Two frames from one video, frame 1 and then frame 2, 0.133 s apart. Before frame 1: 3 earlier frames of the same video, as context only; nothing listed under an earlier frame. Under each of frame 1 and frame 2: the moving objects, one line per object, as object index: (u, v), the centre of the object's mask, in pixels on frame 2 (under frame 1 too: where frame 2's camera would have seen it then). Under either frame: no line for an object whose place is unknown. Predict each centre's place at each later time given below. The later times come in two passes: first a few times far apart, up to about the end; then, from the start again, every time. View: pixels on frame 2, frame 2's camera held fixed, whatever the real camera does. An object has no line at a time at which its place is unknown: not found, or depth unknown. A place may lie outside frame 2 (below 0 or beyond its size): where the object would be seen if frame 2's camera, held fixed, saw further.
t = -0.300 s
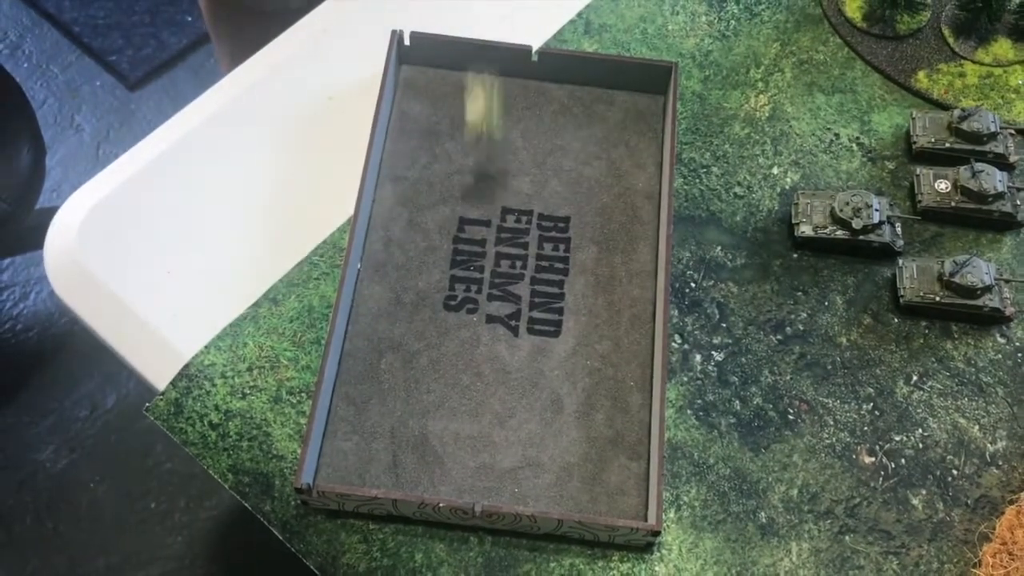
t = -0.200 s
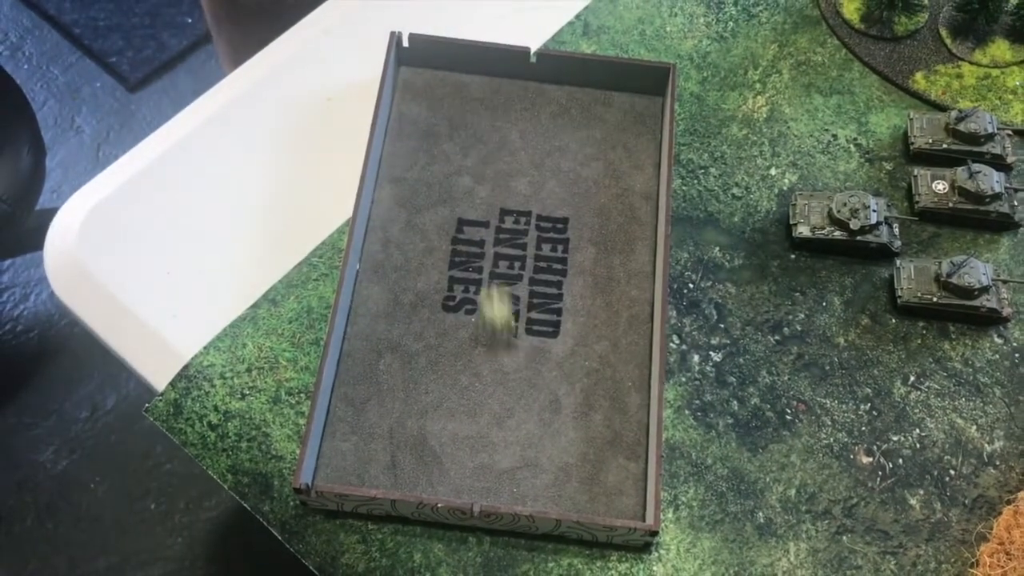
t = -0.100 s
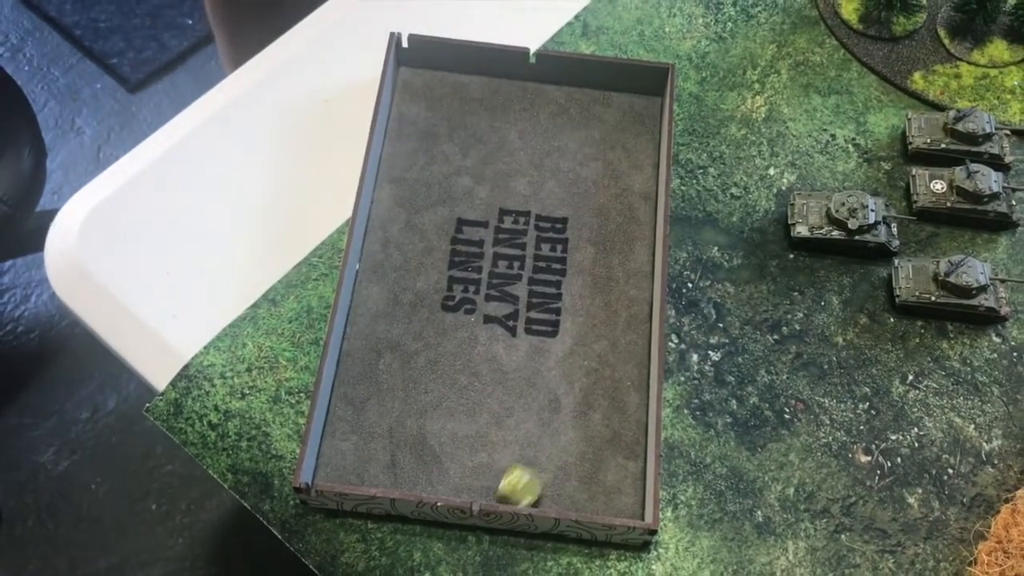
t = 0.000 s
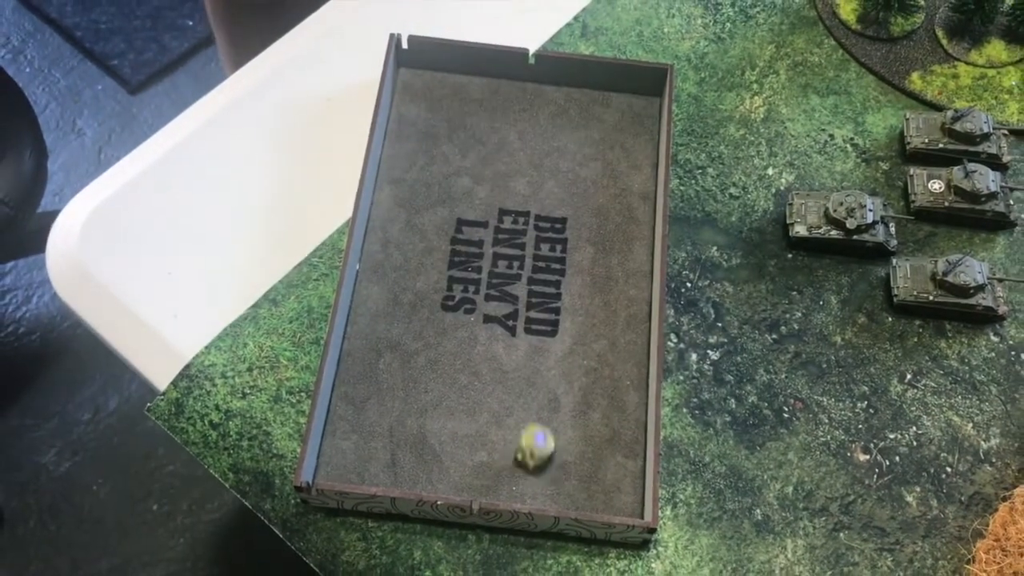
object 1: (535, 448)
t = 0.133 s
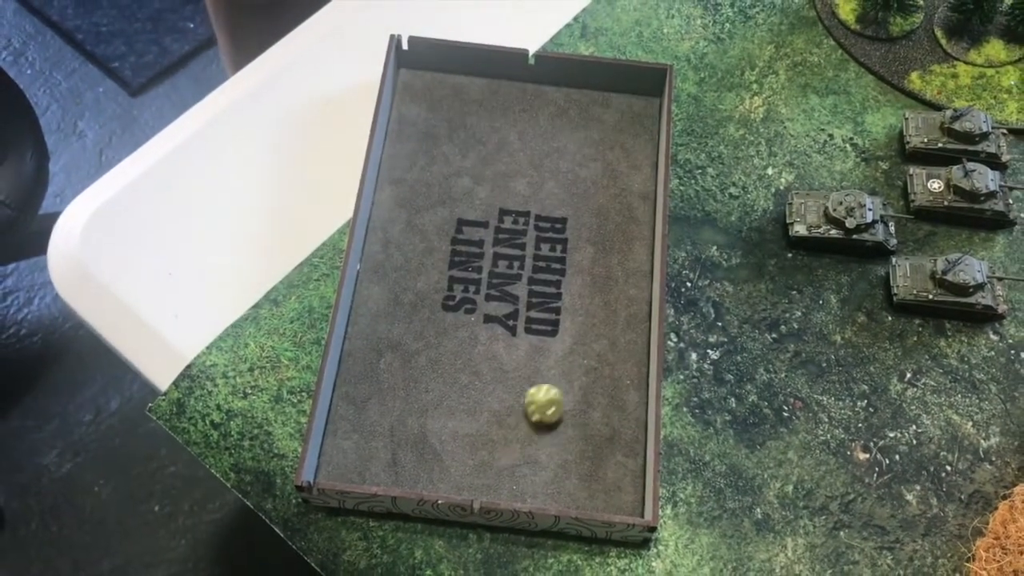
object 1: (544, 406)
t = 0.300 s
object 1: (568, 394)
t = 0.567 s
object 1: (564, 395)
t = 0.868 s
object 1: (564, 394)
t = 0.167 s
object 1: (549, 403)
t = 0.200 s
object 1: (556, 398)
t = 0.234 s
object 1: (566, 392)
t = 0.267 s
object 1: (570, 393)
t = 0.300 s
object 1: (568, 394)
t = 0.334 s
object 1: (562, 395)
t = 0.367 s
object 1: (564, 395)
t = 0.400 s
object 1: (564, 395)
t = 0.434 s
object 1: (564, 395)
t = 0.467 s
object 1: (564, 395)
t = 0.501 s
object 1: (564, 394)
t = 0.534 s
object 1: (564, 394)
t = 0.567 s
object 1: (564, 395)
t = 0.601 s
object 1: (564, 395)
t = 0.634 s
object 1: (564, 395)
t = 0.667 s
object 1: (564, 395)
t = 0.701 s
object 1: (564, 395)
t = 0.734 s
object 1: (564, 395)
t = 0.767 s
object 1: (564, 394)
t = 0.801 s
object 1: (564, 395)
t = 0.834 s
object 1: (564, 394)
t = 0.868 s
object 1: (564, 394)
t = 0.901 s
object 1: (564, 394)
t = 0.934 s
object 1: (564, 394)
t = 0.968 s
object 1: (564, 394)
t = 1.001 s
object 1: (564, 395)
